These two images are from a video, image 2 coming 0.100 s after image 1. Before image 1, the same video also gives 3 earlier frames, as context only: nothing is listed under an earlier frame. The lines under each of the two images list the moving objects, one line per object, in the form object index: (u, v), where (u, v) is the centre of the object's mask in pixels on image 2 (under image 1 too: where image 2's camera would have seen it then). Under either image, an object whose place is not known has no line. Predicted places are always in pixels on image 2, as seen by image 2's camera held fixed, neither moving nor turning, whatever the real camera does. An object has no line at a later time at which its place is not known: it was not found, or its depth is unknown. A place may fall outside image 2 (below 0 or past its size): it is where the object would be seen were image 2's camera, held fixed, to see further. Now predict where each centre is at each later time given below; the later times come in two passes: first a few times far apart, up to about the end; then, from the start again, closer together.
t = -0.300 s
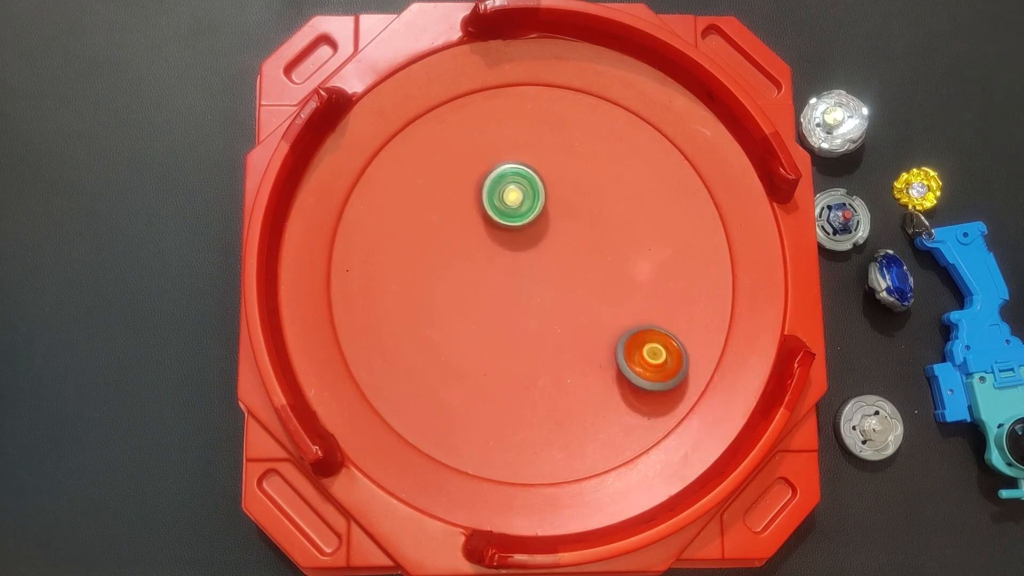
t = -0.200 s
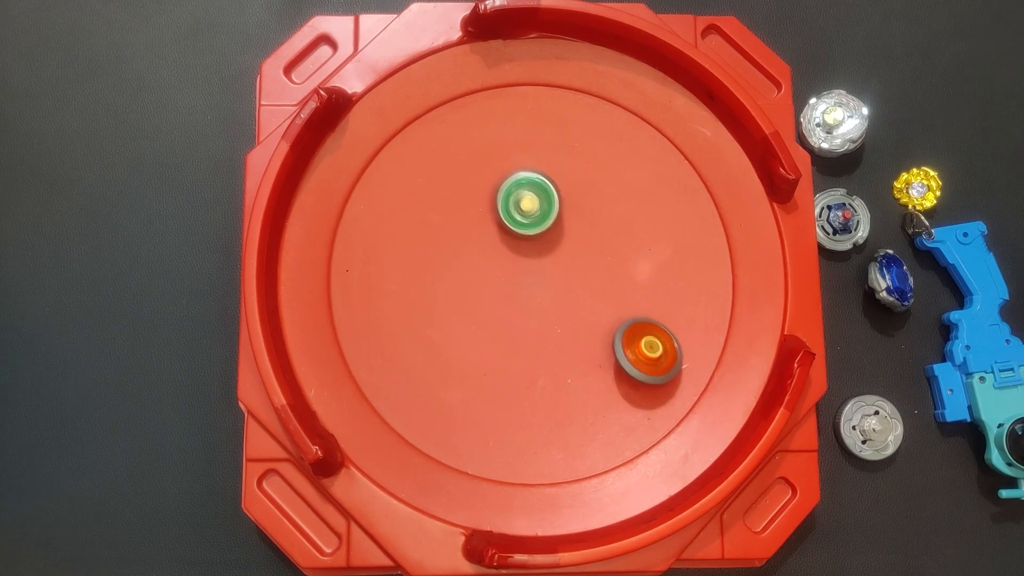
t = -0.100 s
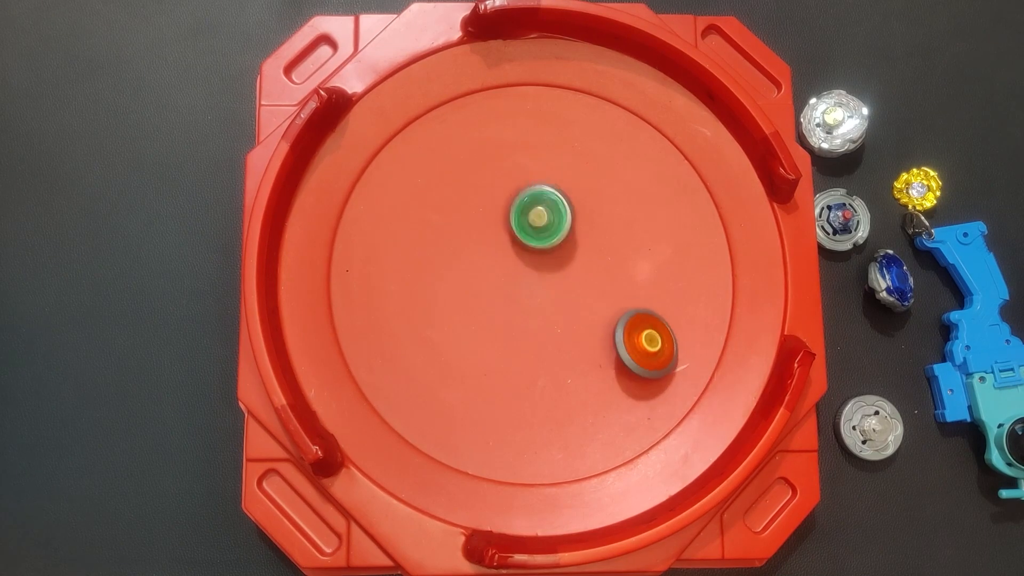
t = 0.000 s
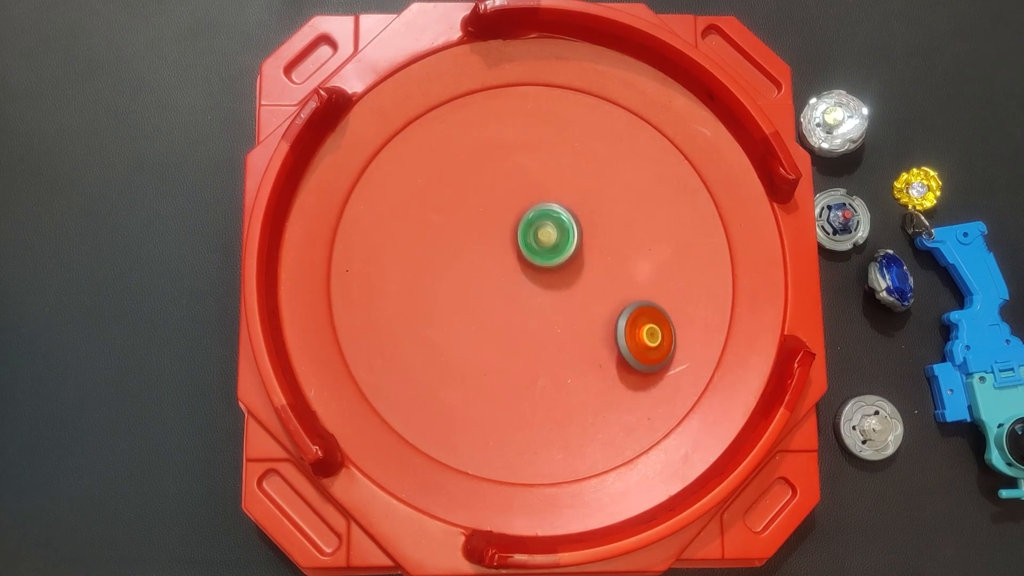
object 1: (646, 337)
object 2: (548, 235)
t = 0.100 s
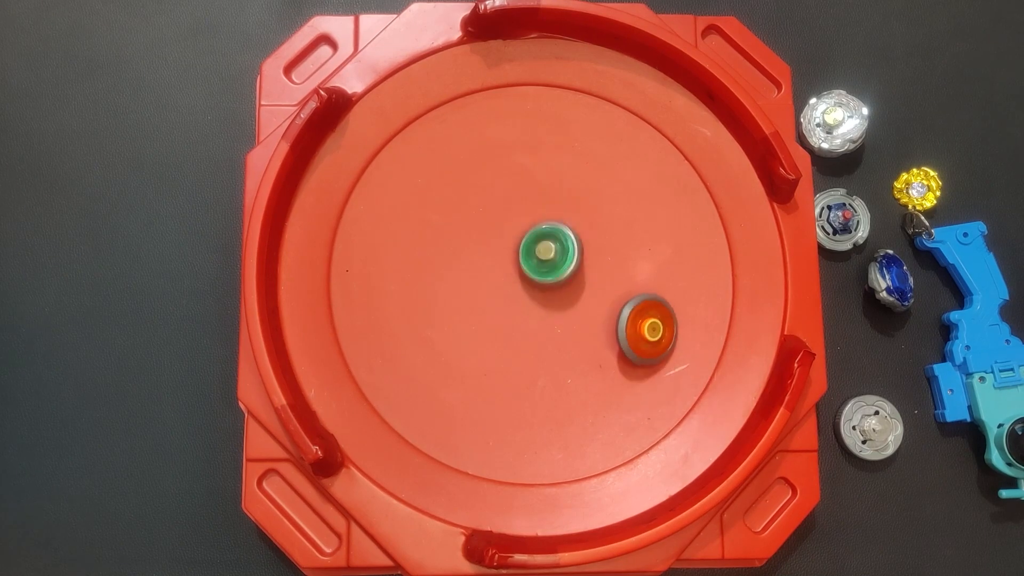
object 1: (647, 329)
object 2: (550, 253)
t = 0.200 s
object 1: (649, 321)
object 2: (544, 271)
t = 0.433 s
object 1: (657, 304)
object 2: (511, 298)
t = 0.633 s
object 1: (663, 297)
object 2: (479, 293)
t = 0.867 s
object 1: (669, 302)
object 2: (466, 263)
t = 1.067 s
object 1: (657, 302)
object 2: (487, 241)
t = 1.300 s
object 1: (649, 291)
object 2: (528, 244)
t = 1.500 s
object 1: (645, 278)
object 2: (550, 270)
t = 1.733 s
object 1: (634, 246)
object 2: (540, 306)
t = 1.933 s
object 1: (615, 225)
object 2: (512, 318)
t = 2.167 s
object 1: (607, 225)
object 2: (485, 299)
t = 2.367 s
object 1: (598, 216)
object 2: (489, 268)
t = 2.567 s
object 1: (599, 209)
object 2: (516, 254)
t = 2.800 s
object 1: (617, 227)
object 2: (535, 273)
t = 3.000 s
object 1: (599, 243)
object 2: (536, 302)
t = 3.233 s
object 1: (611, 223)
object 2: (517, 324)
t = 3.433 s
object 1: (613, 228)
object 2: (508, 320)
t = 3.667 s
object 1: (612, 241)
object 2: (513, 297)
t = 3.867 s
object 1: (594, 249)
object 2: (533, 278)
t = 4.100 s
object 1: (625, 262)
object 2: (533, 273)
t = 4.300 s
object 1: (613, 267)
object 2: (529, 274)
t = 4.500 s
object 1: (597, 243)
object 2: (526, 269)
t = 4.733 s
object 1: (608, 230)
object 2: (524, 267)
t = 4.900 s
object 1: (606, 230)
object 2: (525, 267)
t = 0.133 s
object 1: (648, 326)
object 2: (549, 259)
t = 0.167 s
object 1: (648, 324)
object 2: (546, 265)
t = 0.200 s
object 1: (649, 321)
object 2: (544, 271)
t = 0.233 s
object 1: (651, 317)
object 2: (540, 276)
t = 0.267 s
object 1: (652, 314)
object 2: (537, 281)
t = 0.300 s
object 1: (653, 311)
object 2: (532, 286)
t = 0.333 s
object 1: (654, 309)
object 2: (527, 290)
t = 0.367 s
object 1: (656, 307)
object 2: (522, 293)
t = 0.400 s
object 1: (656, 306)
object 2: (516, 296)
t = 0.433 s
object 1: (657, 304)
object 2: (511, 298)
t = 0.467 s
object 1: (658, 303)
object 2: (505, 299)
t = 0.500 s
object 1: (658, 302)
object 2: (499, 299)
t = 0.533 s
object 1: (659, 300)
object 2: (493, 298)
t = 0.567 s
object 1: (660, 299)
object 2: (488, 297)
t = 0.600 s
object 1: (662, 298)
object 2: (483, 295)
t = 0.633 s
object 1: (663, 297)
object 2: (479, 293)
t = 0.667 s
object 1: (665, 296)
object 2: (474, 290)
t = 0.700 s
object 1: (667, 297)
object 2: (471, 286)
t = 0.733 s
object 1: (668, 297)
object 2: (468, 282)
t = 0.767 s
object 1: (669, 298)
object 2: (466, 278)
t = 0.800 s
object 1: (670, 299)
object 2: (465, 273)
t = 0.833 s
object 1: (670, 300)
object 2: (465, 268)
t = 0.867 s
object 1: (669, 302)
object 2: (466, 263)
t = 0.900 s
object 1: (667, 303)
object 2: (467, 259)
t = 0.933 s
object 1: (666, 303)
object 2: (470, 254)
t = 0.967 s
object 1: (664, 303)
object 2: (473, 250)
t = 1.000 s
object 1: (662, 304)
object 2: (477, 246)
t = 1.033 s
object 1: (659, 303)
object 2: (482, 243)
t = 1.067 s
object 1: (657, 302)
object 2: (487, 241)
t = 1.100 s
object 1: (656, 301)
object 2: (493, 239)
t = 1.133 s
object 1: (654, 299)
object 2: (499, 238)
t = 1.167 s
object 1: (653, 298)
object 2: (505, 238)
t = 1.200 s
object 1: (651, 296)
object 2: (510, 239)
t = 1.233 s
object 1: (650, 294)
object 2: (517, 240)
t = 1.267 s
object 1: (650, 293)
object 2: (522, 242)
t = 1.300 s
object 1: (649, 291)
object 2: (528, 244)
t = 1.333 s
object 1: (649, 290)
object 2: (533, 247)
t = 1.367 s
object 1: (648, 289)
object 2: (538, 250)
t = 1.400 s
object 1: (648, 287)
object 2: (541, 255)
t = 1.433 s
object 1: (647, 285)
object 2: (545, 259)
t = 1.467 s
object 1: (646, 282)
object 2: (548, 264)
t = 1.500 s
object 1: (645, 278)
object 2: (550, 270)
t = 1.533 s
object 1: (644, 273)
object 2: (551, 275)
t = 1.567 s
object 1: (643, 268)
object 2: (551, 281)
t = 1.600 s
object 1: (643, 264)
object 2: (550, 287)
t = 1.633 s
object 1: (642, 259)
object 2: (549, 292)
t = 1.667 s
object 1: (640, 254)
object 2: (547, 297)
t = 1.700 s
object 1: (635, 250)
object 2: (544, 302)
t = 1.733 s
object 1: (634, 246)
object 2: (540, 306)
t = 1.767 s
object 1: (633, 242)
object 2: (536, 309)
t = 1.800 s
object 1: (632, 238)
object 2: (532, 313)
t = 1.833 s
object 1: (630, 234)
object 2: (526, 315)
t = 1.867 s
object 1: (627, 230)
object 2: (522, 317)
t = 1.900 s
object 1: (623, 227)
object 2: (517, 318)
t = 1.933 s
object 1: (615, 225)
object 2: (512, 318)
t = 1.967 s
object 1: (613, 221)
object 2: (507, 318)
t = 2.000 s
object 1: (613, 220)
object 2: (502, 315)
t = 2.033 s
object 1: (614, 220)
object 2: (497, 313)
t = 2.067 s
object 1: (613, 221)
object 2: (494, 310)
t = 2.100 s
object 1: (612, 222)
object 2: (490, 307)
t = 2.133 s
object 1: (610, 223)
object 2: (487, 303)
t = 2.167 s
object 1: (607, 225)
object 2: (485, 299)
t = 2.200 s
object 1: (604, 223)
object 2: (484, 294)
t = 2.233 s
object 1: (602, 221)
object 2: (483, 288)
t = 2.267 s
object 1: (602, 220)
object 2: (483, 283)
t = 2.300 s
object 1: (601, 220)
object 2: (485, 278)
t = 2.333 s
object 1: (599, 218)
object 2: (486, 274)
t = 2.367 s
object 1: (598, 216)
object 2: (489, 268)
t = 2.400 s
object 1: (597, 214)
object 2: (492, 265)
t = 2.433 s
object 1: (598, 212)
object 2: (496, 261)
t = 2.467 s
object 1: (598, 211)
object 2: (501, 258)
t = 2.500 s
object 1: (598, 209)
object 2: (506, 256)
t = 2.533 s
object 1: (600, 207)
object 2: (511, 254)
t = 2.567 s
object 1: (599, 209)
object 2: (516, 254)
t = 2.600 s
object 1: (597, 212)
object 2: (522, 253)
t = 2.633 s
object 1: (594, 216)
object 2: (527, 254)
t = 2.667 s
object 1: (595, 221)
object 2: (529, 256)
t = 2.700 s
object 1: (602, 223)
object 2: (530, 261)
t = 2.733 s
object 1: (609, 223)
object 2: (532, 265)
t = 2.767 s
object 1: (613, 224)
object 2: (534, 269)
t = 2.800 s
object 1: (617, 227)
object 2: (535, 273)
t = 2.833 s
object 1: (619, 232)
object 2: (537, 278)
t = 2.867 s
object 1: (619, 235)
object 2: (538, 284)
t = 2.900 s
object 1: (616, 241)
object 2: (538, 288)
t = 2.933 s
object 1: (612, 244)
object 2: (538, 294)
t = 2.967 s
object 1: (605, 244)
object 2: (536, 298)
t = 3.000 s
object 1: (599, 243)
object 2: (536, 302)
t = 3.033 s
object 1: (595, 238)
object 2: (534, 307)
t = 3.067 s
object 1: (593, 232)
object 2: (531, 311)
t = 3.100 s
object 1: (595, 227)
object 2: (529, 314)
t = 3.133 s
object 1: (598, 223)
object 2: (526, 317)
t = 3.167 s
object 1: (603, 220)
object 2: (522, 320)
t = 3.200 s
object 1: (608, 220)
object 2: (520, 322)
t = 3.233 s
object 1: (611, 223)
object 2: (517, 324)
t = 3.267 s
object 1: (612, 225)
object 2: (515, 325)
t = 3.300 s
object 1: (612, 226)
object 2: (513, 326)
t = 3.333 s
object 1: (613, 227)
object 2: (511, 325)
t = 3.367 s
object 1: (615, 227)
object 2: (510, 325)
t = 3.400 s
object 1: (615, 228)
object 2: (509, 324)
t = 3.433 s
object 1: (613, 228)
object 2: (508, 320)
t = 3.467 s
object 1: (614, 229)
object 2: (508, 319)
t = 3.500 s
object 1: (616, 229)
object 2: (508, 316)
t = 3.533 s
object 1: (615, 231)
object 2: (508, 311)
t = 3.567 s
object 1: (614, 231)
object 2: (508, 308)
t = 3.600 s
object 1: (615, 234)
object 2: (509, 304)
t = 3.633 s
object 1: (614, 238)
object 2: (511, 300)
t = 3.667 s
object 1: (612, 241)
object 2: (513, 297)
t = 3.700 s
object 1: (609, 246)
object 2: (515, 292)
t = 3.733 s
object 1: (605, 249)
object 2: (519, 289)
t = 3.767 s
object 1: (602, 249)
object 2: (521, 287)
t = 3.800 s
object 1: (598, 248)
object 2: (525, 283)
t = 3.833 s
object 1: (596, 249)
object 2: (529, 280)
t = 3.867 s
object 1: (594, 249)
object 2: (533, 278)
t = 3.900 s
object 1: (594, 249)
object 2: (537, 276)
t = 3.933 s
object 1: (596, 249)
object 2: (541, 274)
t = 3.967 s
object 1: (603, 249)
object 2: (539, 272)
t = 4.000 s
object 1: (611, 249)
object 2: (537, 271)
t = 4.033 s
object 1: (617, 251)
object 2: (536, 271)
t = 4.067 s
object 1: (622, 258)
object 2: (534, 273)
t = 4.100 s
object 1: (625, 262)
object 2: (533, 273)
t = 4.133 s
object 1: (626, 264)
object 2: (533, 272)
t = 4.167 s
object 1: (626, 264)
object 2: (533, 273)
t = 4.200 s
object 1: (624, 265)
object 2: (531, 274)
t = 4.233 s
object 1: (622, 266)
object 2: (529, 273)
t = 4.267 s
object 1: (618, 267)
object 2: (530, 271)
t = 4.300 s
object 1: (613, 267)
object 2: (529, 274)
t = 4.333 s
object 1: (608, 266)
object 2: (527, 273)
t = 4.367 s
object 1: (603, 263)
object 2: (527, 272)
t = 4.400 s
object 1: (600, 259)
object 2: (527, 273)
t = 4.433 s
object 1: (597, 254)
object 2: (526, 272)
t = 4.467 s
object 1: (596, 249)
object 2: (526, 270)
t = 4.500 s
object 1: (597, 243)
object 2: (526, 269)
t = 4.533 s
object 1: (597, 239)
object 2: (526, 268)
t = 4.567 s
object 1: (599, 235)
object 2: (525, 268)
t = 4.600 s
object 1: (603, 233)
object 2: (524, 269)
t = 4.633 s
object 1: (605, 231)
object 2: (524, 268)
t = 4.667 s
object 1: (606, 230)
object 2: (525, 268)
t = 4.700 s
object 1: (608, 229)
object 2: (525, 268)
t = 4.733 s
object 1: (608, 230)
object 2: (524, 267)
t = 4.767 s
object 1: (608, 229)
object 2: (525, 268)
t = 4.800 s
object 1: (608, 230)
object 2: (524, 268)
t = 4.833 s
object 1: (607, 230)
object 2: (524, 268)
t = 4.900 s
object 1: (606, 230)
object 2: (525, 267)
